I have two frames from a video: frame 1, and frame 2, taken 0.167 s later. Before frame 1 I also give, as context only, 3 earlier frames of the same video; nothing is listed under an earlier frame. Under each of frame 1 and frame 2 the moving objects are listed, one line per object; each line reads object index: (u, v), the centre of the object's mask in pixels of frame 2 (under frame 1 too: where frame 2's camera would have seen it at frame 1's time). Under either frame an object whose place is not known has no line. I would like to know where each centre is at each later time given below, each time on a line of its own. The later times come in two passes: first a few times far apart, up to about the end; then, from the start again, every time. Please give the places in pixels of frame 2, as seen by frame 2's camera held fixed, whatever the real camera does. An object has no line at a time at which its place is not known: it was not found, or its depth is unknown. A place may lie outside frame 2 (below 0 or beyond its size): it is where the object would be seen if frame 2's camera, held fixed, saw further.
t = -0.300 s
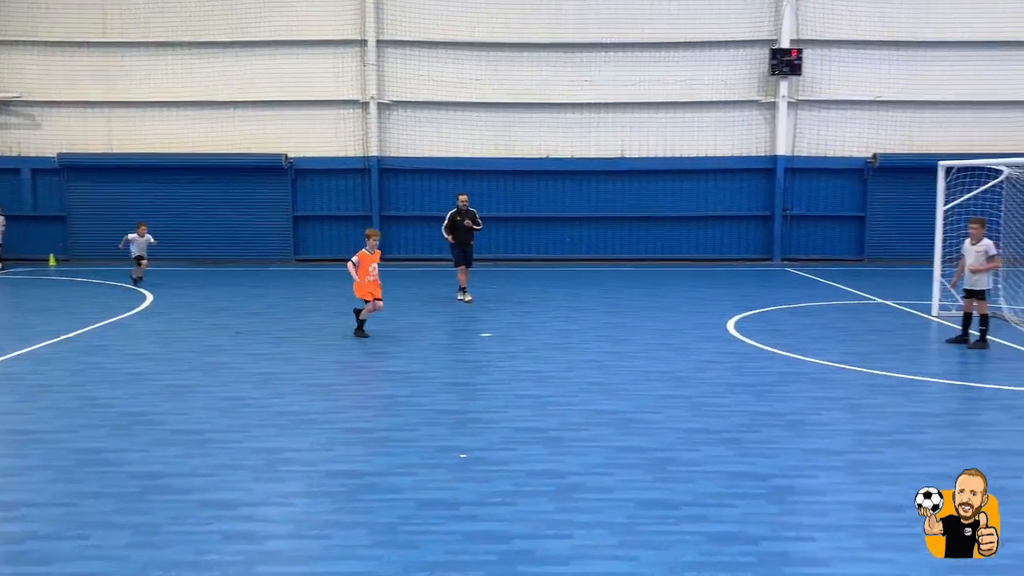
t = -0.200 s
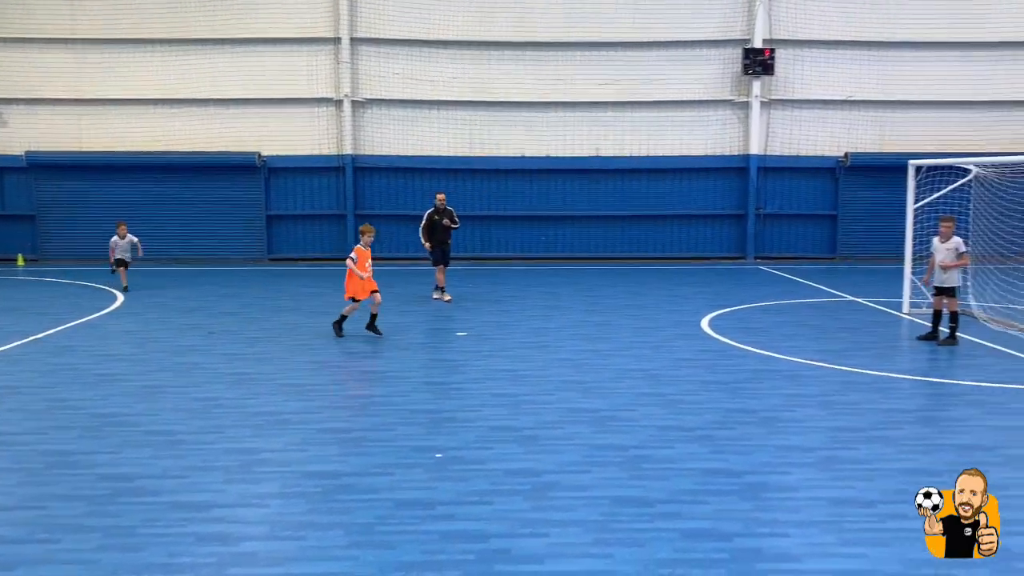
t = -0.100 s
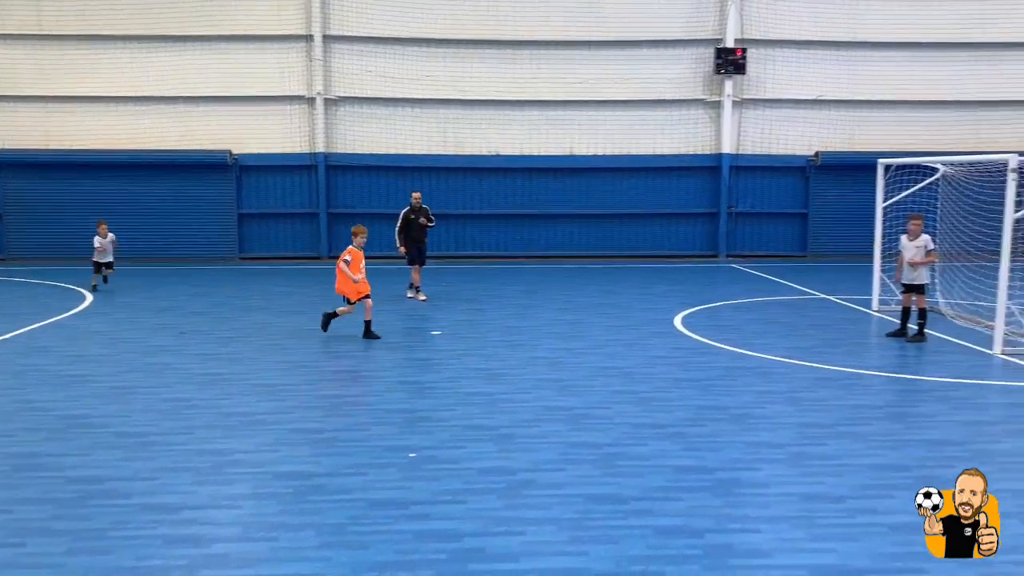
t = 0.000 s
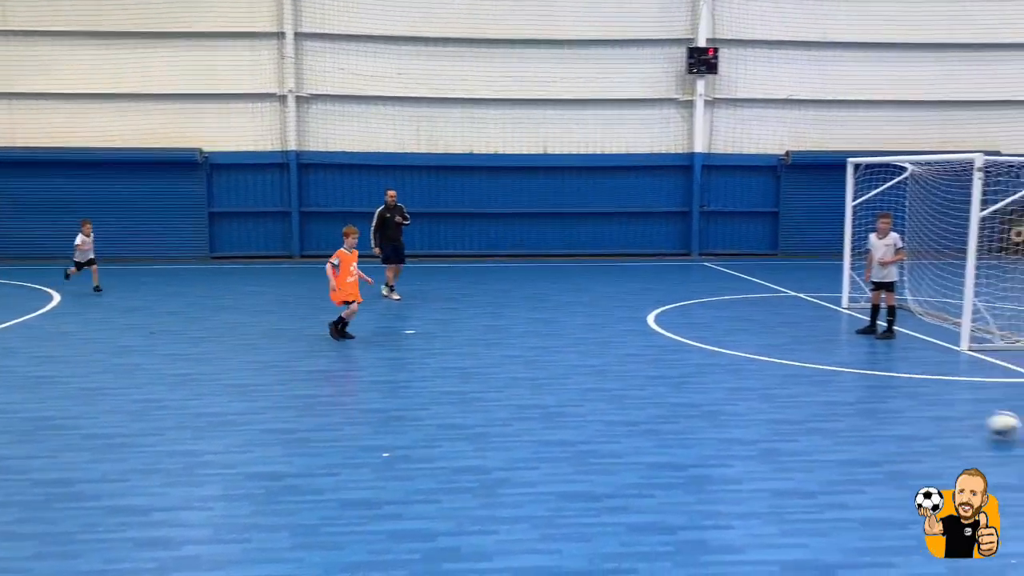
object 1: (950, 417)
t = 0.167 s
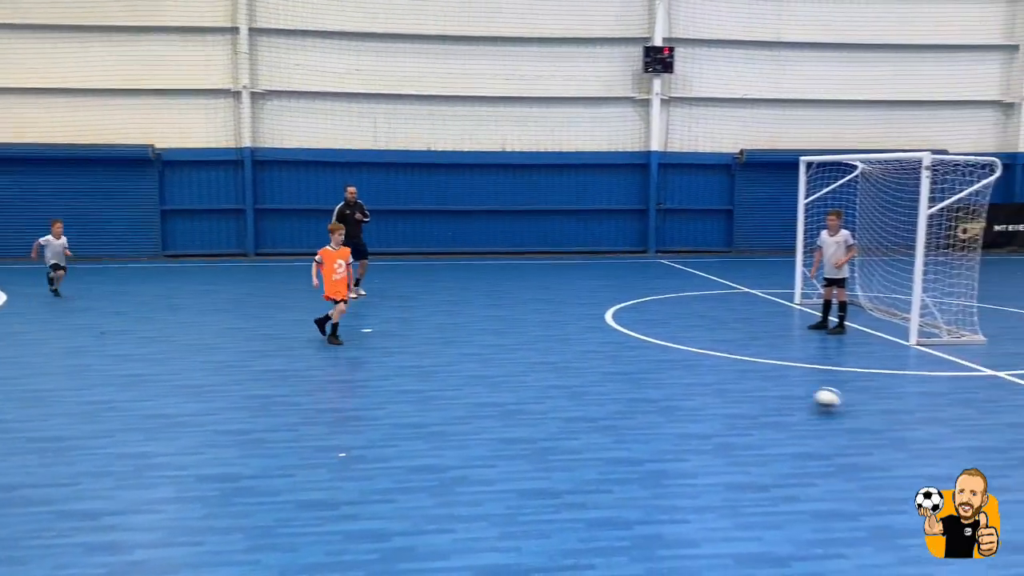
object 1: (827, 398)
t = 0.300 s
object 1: (753, 388)
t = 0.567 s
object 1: (632, 368)
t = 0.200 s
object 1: (809, 395)
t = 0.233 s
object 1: (789, 392)
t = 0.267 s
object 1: (770, 392)
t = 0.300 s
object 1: (753, 388)
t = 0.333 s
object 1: (737, 384)
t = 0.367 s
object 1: (720, 382)
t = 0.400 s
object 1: (704, 382)
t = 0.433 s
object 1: (689, 378)
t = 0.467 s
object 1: (674, 374)
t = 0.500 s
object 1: (660, 372)
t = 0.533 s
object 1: (646, 372)
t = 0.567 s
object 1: (632, 368)
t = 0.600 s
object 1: (619, 365)
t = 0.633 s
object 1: (606, 364)
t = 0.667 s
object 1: (593, 363)
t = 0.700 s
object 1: (582, 360)
